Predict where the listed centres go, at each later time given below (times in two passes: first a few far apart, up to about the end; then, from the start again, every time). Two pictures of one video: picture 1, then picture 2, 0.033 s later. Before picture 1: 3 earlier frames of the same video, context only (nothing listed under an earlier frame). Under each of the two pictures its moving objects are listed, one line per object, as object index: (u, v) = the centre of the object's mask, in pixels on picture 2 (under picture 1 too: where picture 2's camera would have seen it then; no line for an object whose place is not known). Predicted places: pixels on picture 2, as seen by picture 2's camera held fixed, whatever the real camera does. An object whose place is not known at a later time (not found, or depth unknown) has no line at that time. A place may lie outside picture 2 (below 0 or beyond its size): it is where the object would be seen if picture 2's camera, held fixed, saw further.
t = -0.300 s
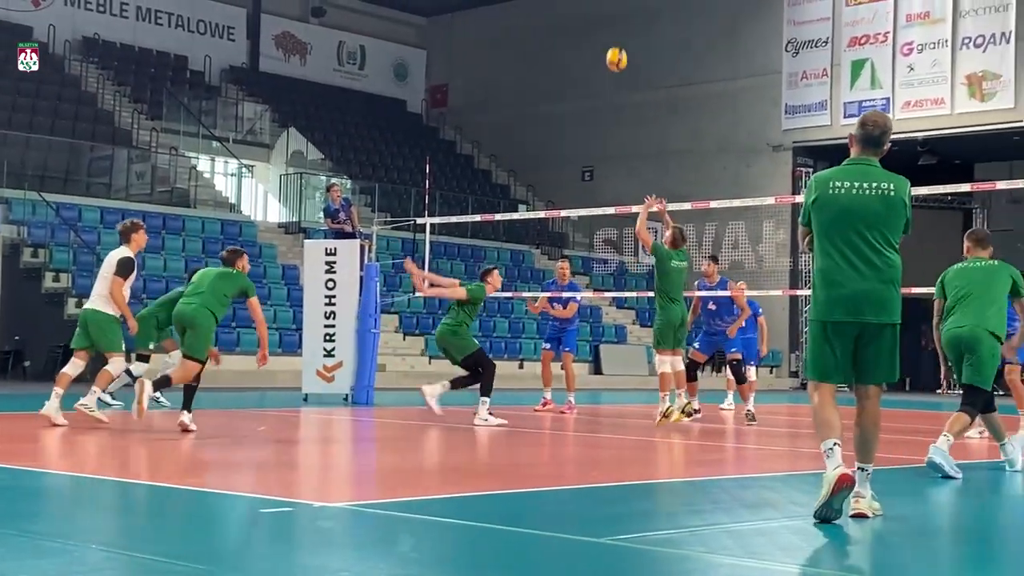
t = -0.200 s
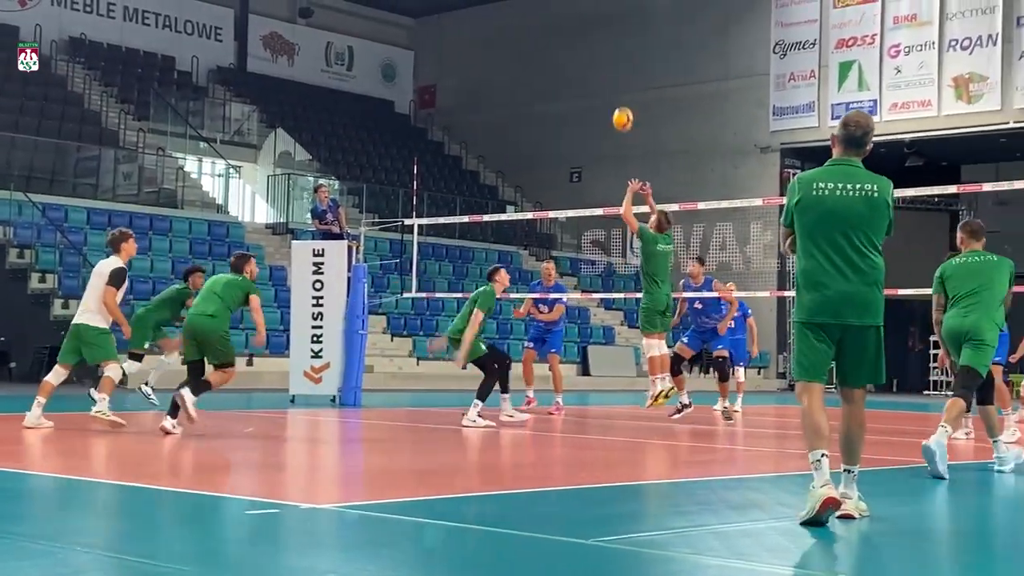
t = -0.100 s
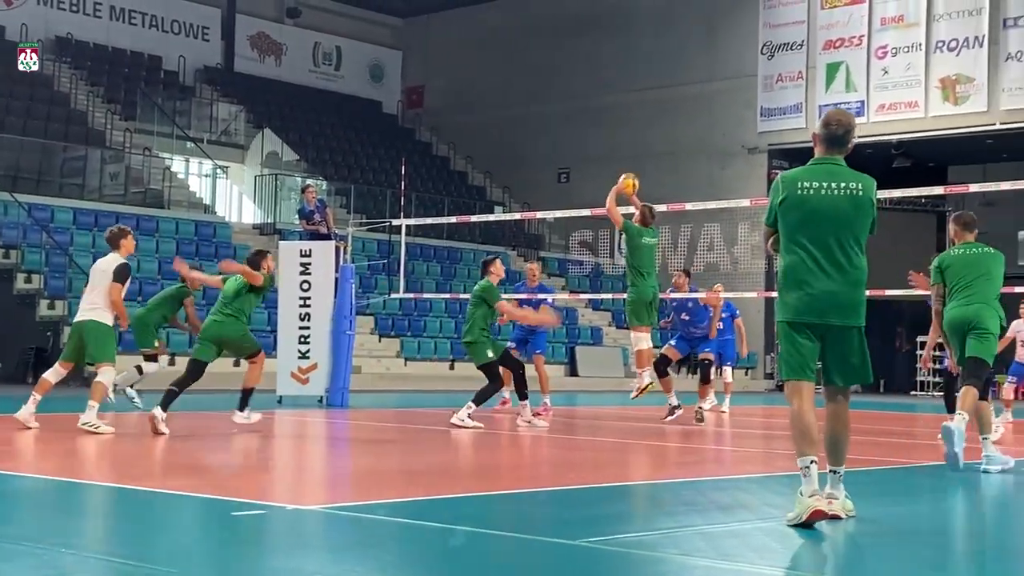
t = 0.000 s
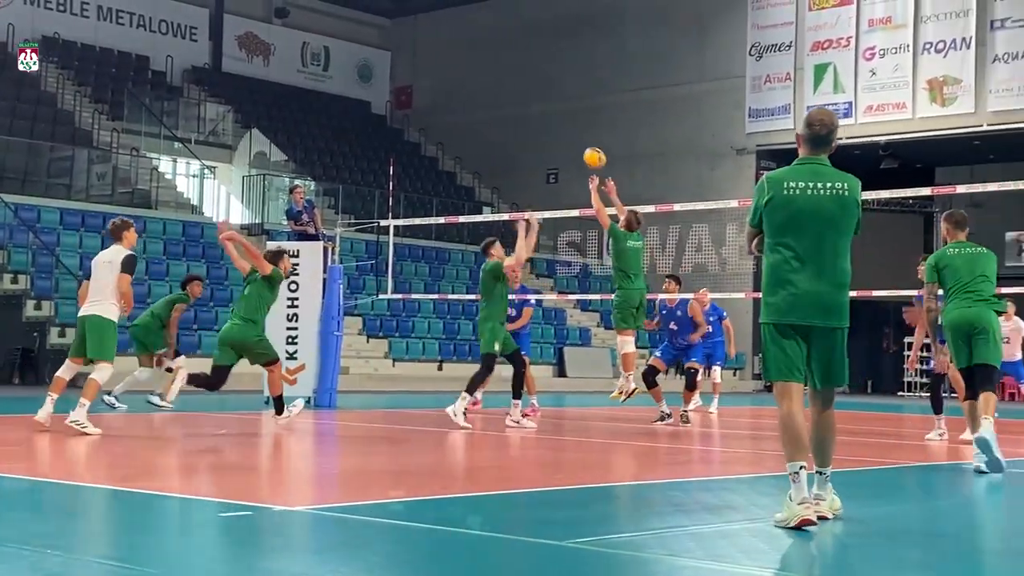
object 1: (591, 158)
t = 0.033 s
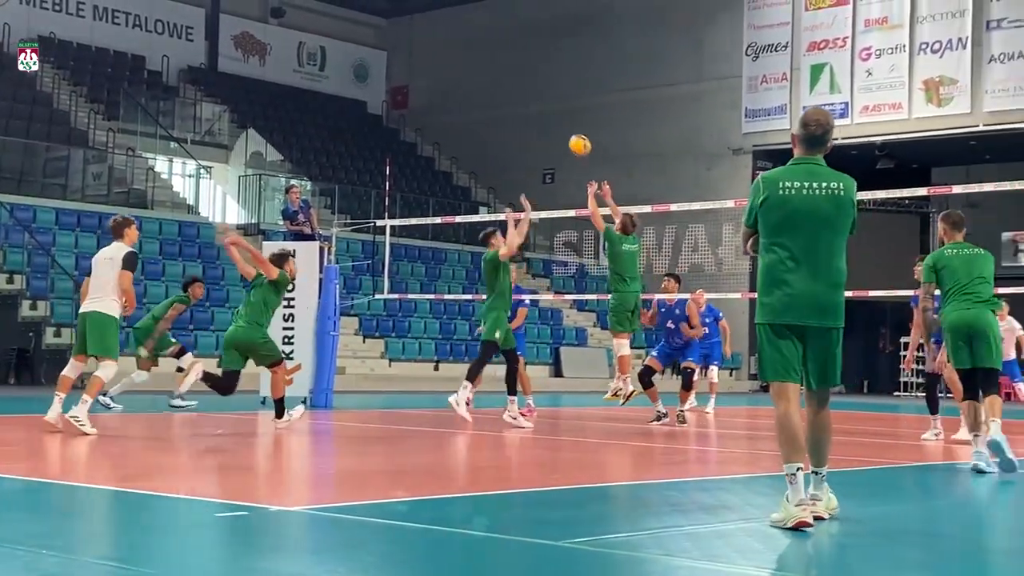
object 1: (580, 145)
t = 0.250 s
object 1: (513, 91)
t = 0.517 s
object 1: (442, 83)
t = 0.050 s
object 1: (574, 139)
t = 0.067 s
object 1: (569, 133)
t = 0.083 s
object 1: (563, 128)
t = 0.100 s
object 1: (558, 123)
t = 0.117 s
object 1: (553, 118)
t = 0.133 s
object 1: (548, 114)
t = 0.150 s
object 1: (543, 109)
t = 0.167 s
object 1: (538, 105)
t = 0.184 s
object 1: (533, 102)
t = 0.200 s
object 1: (528, 99)
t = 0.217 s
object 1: (523, 96)
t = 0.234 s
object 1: (518, 93)
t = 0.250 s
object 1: (513, 91)
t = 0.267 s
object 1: (509, 88)
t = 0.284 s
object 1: (504, 86)
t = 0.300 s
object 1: (499, 85)
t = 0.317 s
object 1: (495, 83)
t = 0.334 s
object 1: (490, 82)
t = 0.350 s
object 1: (485, 81)
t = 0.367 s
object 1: (481, 80)
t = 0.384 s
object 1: (476, 79)
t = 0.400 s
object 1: (472, 79)
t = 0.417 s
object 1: (468, 79)
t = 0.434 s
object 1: (463, 79)
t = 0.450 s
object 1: (459, 79)
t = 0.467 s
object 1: (455, 80)
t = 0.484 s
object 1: (451, 81)
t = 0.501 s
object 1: (447, 82)
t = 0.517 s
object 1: (442, 83)
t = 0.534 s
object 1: (438, 85)
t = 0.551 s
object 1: (434, 86)
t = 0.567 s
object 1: (430, 89)
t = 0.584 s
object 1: (426, 91)
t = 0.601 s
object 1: (422, 93)
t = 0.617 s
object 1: (418, 96)
